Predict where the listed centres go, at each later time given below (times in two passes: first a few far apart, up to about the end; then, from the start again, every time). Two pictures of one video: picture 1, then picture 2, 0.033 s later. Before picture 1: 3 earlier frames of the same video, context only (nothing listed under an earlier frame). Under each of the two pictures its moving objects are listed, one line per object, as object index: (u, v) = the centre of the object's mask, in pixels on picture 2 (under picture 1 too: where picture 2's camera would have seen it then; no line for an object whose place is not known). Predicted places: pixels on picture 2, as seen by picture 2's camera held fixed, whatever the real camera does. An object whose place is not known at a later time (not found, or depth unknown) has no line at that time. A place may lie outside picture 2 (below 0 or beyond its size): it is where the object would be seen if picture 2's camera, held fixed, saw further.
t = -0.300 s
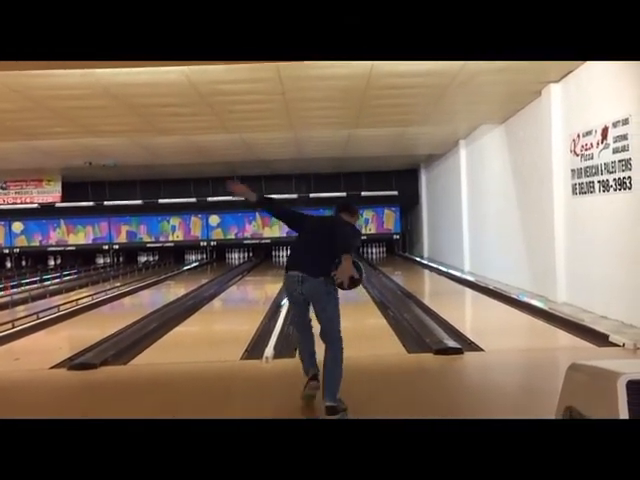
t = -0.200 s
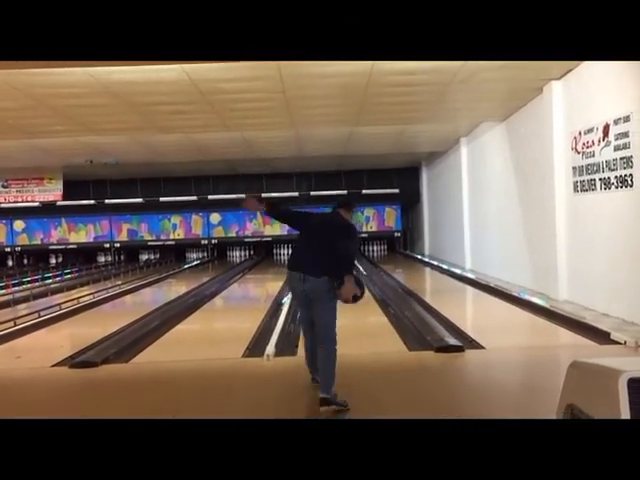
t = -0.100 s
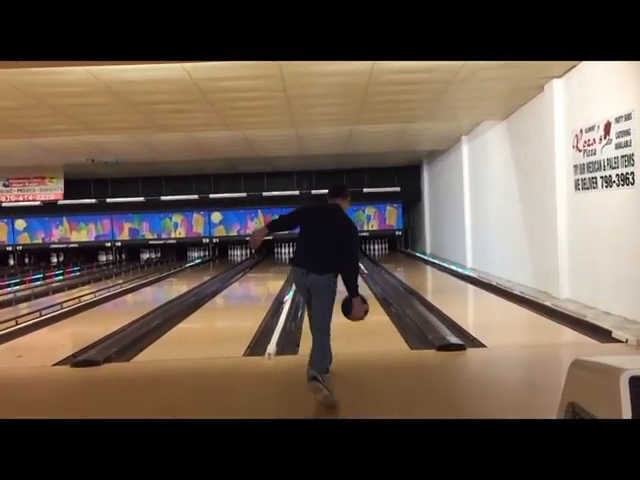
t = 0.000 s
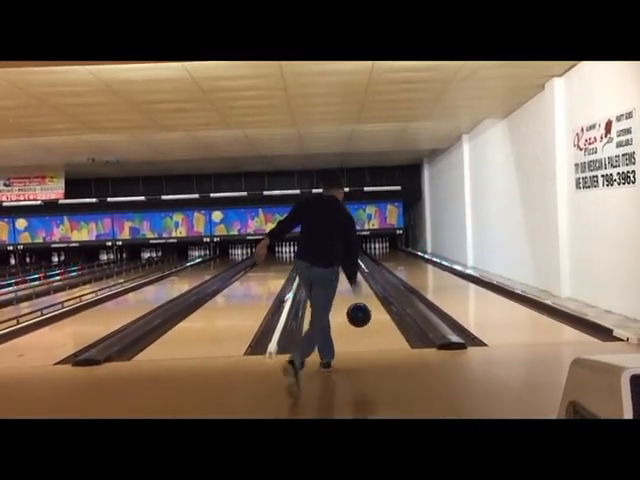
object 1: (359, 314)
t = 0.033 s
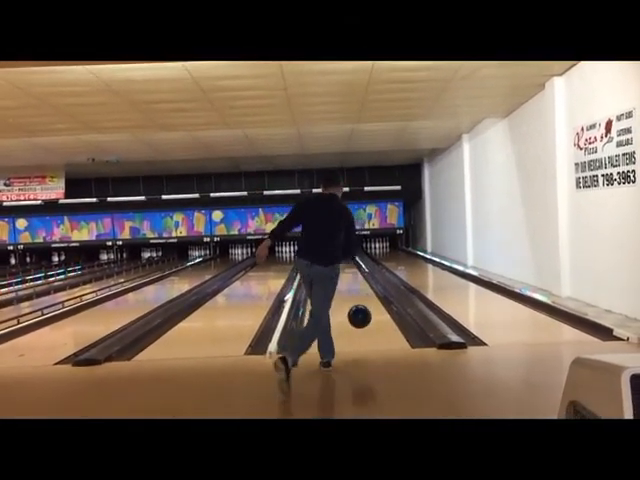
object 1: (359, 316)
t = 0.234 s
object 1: (361, 318)
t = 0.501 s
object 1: (361, 298)
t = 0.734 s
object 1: (360, 286)
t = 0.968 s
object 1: (359, 277)
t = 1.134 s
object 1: (356, 274)
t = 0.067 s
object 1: (360, 319)
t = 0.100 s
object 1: (360, 323)
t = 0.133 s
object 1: (361, 327)
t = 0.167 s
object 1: (361, 327)
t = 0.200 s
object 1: (361, 322)
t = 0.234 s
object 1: (361, 318)
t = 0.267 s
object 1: (361, 316)
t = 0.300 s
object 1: (361, 314)
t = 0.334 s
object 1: (361, 311)
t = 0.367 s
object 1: (361, 308)
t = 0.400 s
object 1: (361, 306)
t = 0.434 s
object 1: (361, 303)
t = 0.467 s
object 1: (361, 301)
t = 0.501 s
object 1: (361, 298)
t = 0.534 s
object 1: (361, 296)
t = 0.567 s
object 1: (361, 295)
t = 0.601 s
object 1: (361, 293)
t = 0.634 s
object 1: (361, 291)
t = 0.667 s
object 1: (360, 289)
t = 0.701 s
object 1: (360, 287)
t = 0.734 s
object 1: (360, 286)
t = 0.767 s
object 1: (360, 284)
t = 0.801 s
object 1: (360, 283)
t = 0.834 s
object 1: (360, 282)
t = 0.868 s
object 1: (360, 281)
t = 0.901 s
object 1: (359, 280)
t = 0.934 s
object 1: (359, 278)
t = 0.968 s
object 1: (359, 277)
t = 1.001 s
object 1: (359, 276)
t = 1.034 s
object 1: (358, 275)
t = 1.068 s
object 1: (358, 274)
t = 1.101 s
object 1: (357, 274)
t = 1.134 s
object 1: (356, 274)
